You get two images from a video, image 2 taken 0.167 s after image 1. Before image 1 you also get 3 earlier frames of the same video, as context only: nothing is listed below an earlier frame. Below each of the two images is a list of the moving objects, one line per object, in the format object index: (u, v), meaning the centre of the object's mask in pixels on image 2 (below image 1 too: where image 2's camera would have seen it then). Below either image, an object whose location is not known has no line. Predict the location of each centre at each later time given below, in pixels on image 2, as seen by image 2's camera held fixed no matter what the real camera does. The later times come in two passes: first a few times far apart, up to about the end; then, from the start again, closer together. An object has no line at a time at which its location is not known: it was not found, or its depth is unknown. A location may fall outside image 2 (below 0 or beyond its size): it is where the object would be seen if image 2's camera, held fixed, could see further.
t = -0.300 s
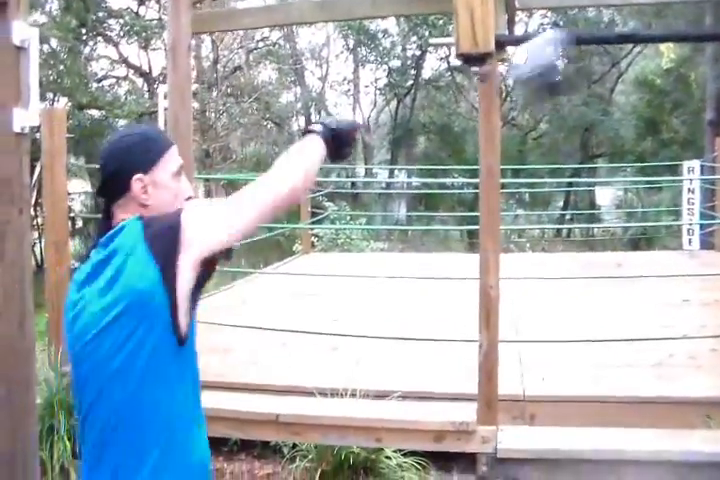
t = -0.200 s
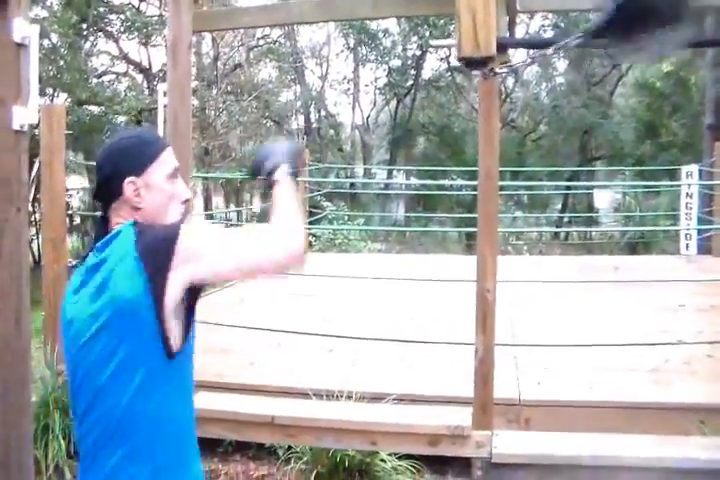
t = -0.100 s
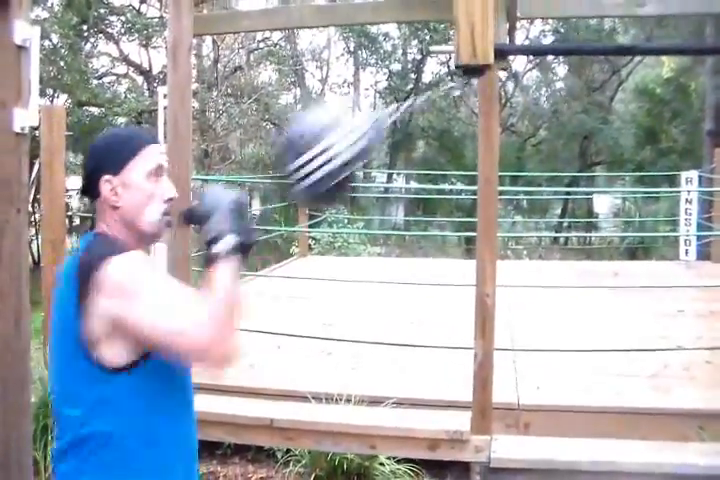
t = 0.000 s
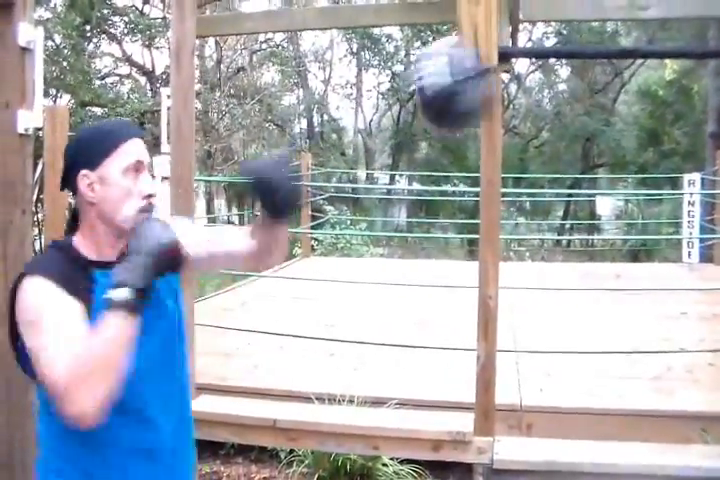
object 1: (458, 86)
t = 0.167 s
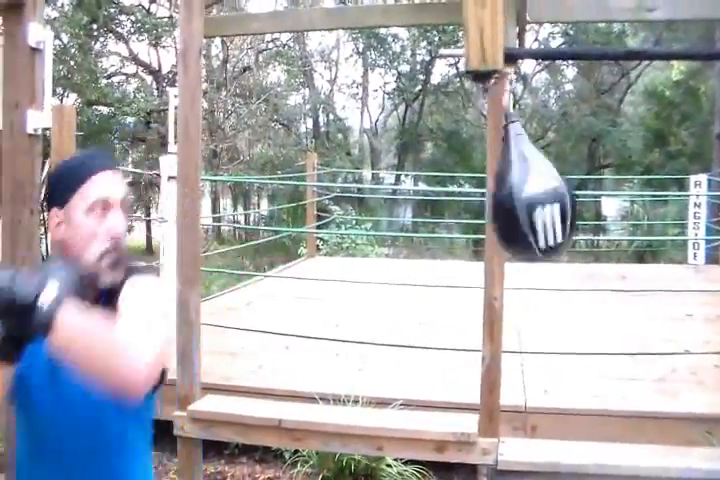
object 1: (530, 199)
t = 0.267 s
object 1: (565, 196)
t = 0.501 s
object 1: (519, 195)
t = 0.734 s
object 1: (412, 228)
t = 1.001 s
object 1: (422, 233)
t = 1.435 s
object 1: (573, 255)
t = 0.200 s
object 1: (545, 193)
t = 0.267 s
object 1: (565, 196)
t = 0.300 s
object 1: (575, 201)
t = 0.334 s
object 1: (580, 208)
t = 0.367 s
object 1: (577, 209)
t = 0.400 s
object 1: (566, 206)
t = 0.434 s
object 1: (551, 199)
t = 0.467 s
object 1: (536, 195)
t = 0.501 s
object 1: (519, 195)
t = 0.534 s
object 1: (500, 195)
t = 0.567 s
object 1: (486, 194)
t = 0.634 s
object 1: (460, 200)
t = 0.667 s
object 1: (445, 206)
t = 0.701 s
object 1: (429, 219)
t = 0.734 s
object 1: (412, 228)
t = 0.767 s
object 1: (398, 237)
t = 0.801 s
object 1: (387, 247)
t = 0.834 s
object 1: (382, 248)
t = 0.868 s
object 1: (384, 242)
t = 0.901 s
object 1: (389, 237)
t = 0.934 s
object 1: (398, 233)
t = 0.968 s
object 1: (409, 232)
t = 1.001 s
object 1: (422, 233)
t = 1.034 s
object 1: (437, 238)
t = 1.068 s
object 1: (457, 243)
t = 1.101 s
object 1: (482, 242)
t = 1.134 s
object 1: (505, 236)
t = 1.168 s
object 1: (527, 230)
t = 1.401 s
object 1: (582, 256)
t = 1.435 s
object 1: (573, 255)
